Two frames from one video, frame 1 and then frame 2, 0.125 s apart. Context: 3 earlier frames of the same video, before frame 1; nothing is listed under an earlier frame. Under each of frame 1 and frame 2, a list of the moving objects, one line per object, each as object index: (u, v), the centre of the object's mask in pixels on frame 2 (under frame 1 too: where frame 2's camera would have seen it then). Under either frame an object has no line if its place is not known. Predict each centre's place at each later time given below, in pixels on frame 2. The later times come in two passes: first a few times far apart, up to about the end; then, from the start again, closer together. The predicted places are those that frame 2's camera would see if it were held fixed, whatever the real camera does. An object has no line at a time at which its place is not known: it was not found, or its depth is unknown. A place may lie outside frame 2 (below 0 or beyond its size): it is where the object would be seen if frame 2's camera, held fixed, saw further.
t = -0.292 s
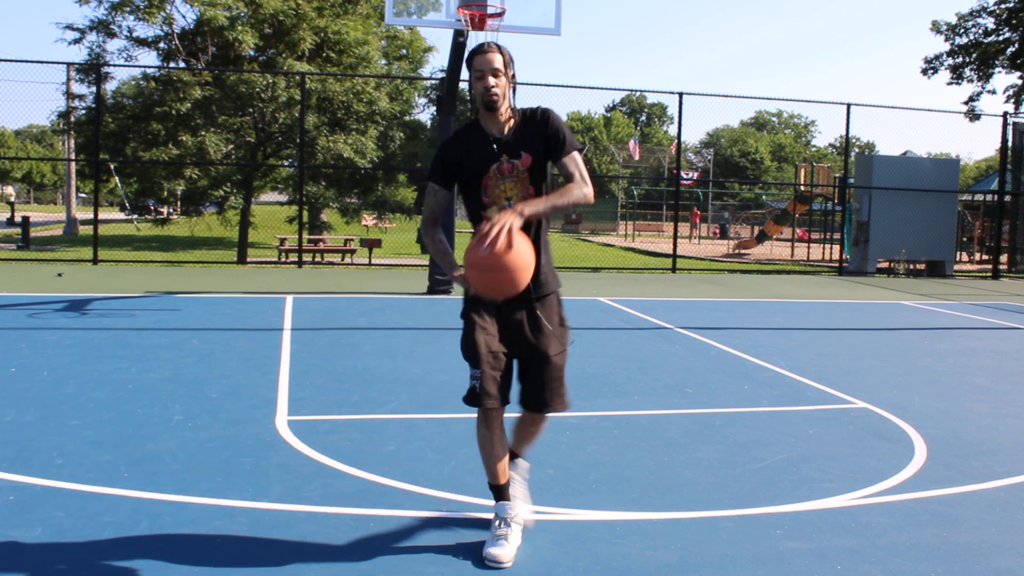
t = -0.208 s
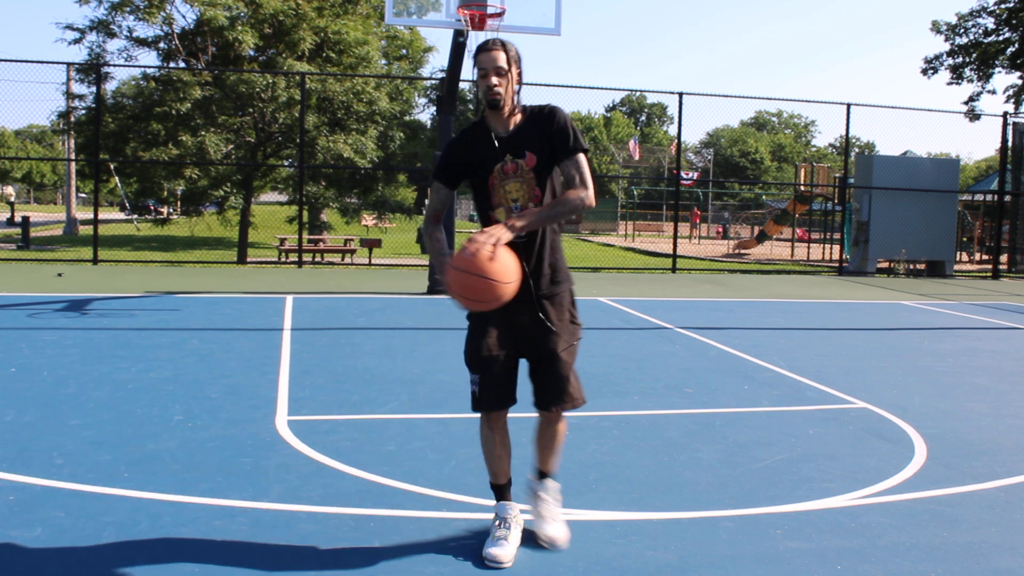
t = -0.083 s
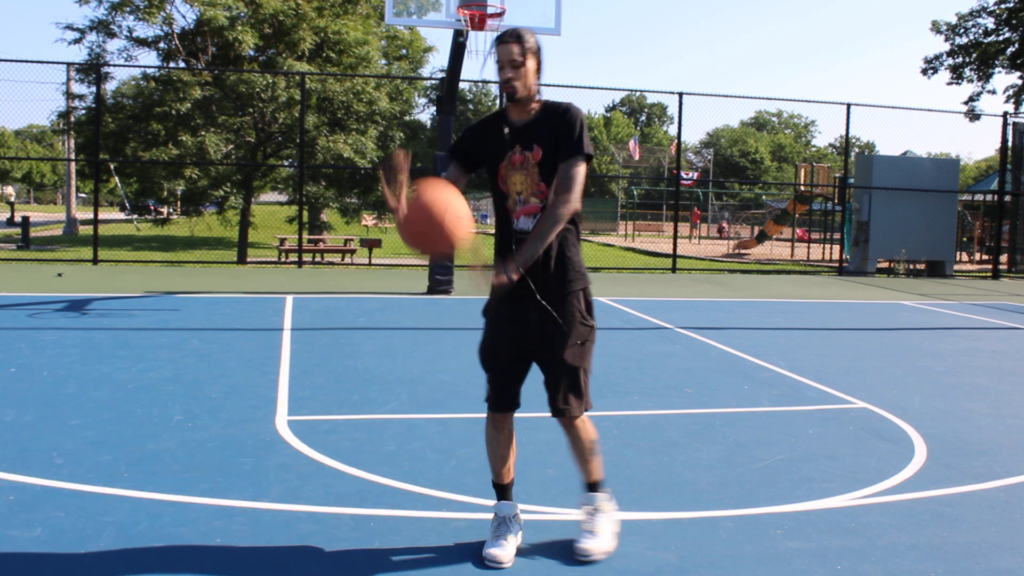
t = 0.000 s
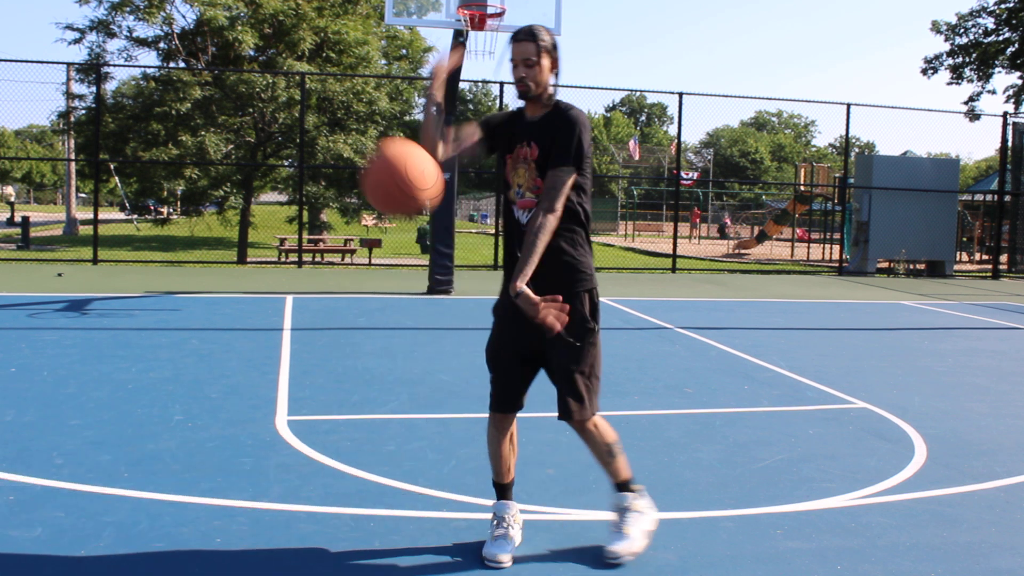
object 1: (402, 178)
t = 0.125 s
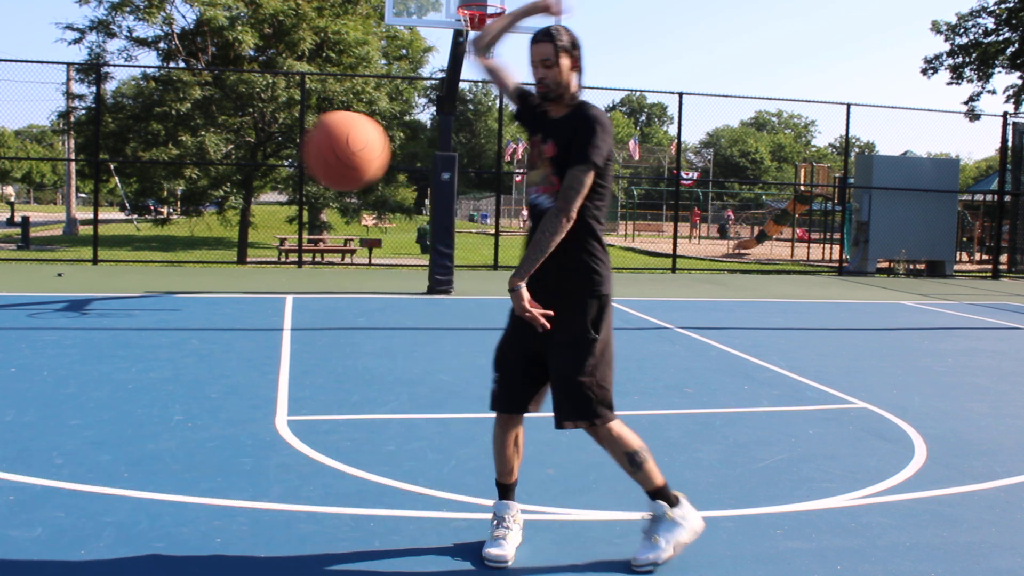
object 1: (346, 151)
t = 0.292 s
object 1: (266, 186)
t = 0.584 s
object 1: (98, 523)
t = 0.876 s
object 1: (211, 366)
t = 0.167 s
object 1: (327, 150)
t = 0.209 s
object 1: (308, 158)
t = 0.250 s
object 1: (285, 170)
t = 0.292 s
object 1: (266, 186)
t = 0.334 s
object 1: (245, 212)
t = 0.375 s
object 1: (220, 245)
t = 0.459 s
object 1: (173, 338)
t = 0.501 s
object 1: (147, 393)
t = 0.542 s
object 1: (123, 455)
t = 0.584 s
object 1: (98, 523)
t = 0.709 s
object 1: (111, 528)
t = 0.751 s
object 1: (136, 479)
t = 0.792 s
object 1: (160, 437)
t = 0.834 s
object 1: (186, 398)
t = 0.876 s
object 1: (211, 366)
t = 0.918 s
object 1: (237, 339)
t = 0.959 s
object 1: (262, 319)
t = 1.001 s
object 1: (286, 305)
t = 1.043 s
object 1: (310, 297)
